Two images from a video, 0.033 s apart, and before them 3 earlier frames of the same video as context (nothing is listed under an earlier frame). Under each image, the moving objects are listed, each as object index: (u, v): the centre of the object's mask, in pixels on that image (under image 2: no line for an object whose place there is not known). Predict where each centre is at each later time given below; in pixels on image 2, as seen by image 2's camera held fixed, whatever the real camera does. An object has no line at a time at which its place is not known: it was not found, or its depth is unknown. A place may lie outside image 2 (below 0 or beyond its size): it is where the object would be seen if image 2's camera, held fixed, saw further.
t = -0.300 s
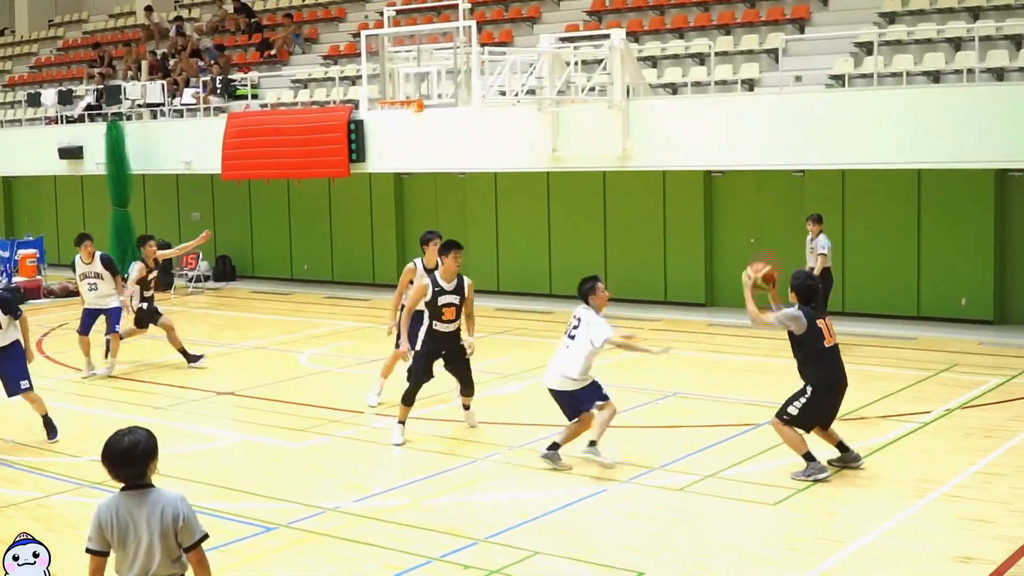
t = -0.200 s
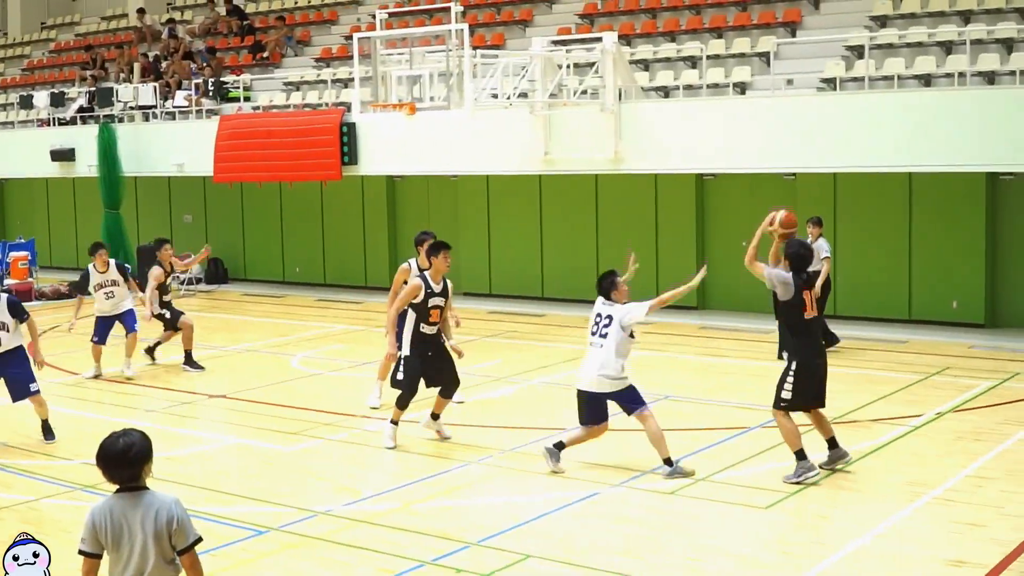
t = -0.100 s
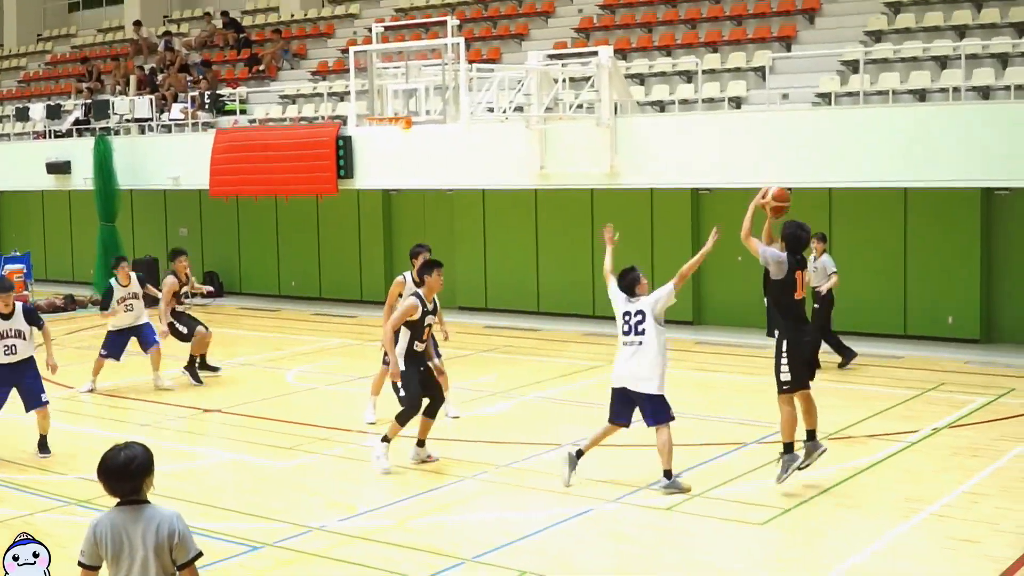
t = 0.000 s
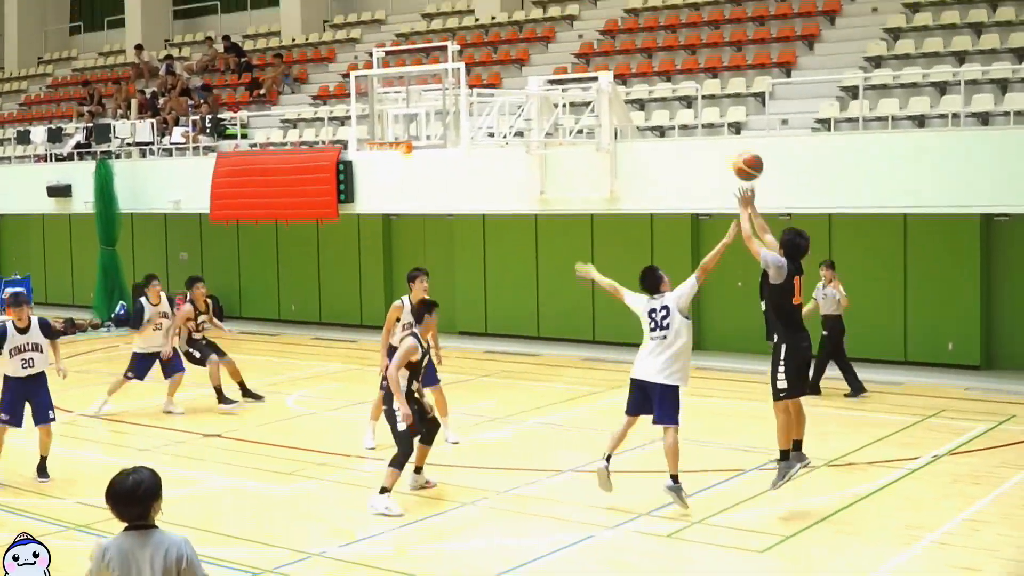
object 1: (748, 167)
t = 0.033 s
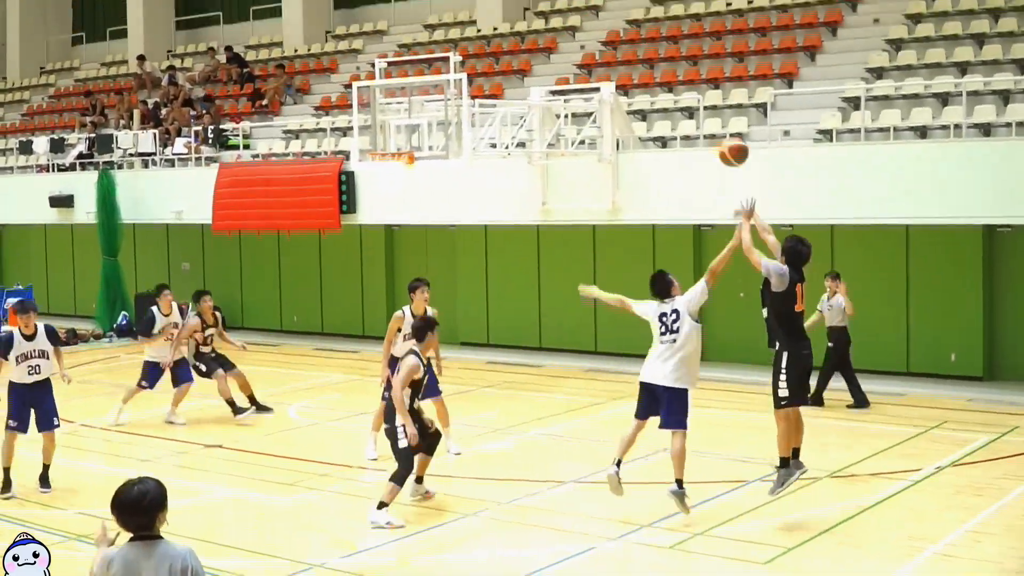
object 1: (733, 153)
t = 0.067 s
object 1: (717, 129)
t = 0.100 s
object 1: (702, 109)
